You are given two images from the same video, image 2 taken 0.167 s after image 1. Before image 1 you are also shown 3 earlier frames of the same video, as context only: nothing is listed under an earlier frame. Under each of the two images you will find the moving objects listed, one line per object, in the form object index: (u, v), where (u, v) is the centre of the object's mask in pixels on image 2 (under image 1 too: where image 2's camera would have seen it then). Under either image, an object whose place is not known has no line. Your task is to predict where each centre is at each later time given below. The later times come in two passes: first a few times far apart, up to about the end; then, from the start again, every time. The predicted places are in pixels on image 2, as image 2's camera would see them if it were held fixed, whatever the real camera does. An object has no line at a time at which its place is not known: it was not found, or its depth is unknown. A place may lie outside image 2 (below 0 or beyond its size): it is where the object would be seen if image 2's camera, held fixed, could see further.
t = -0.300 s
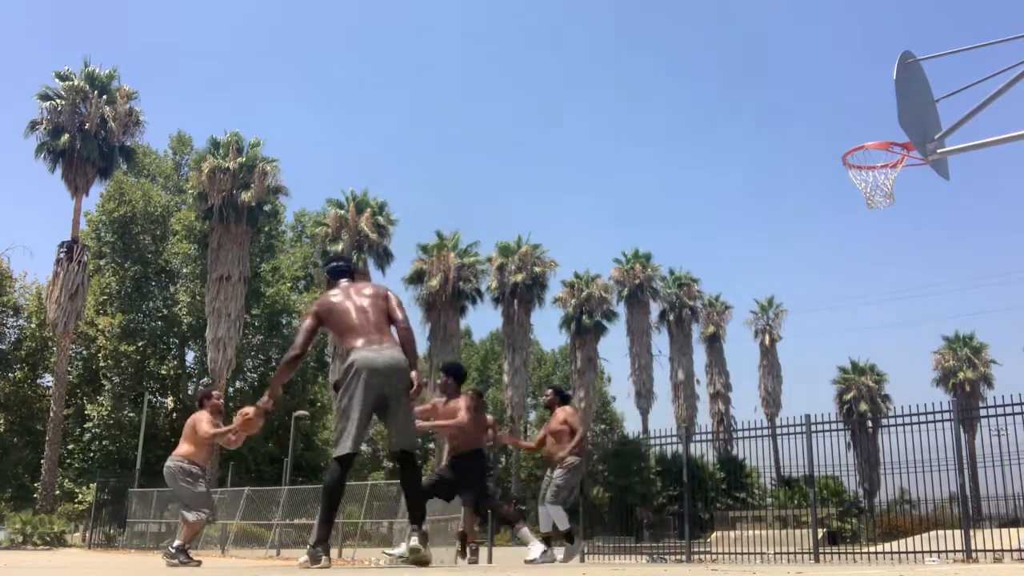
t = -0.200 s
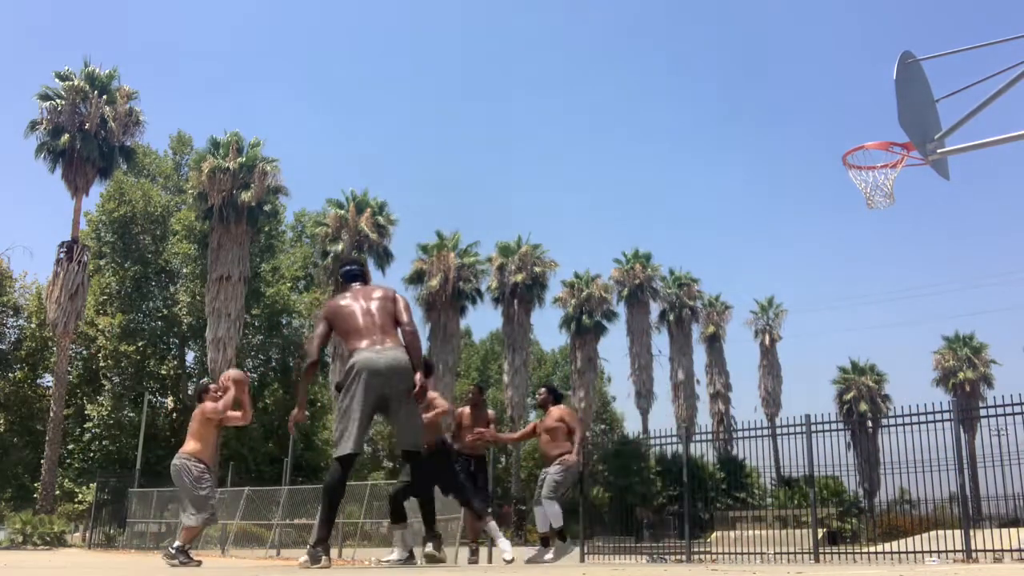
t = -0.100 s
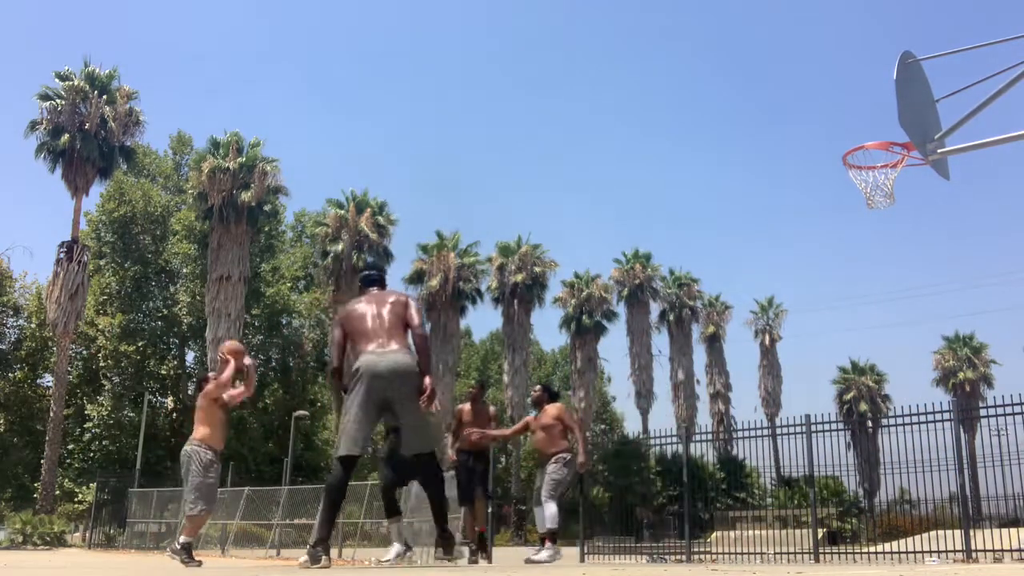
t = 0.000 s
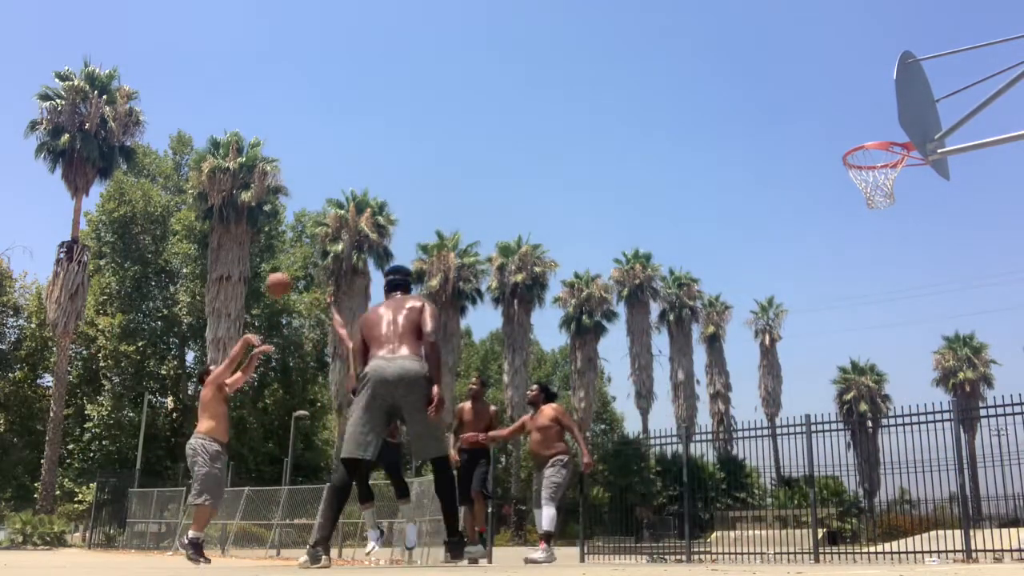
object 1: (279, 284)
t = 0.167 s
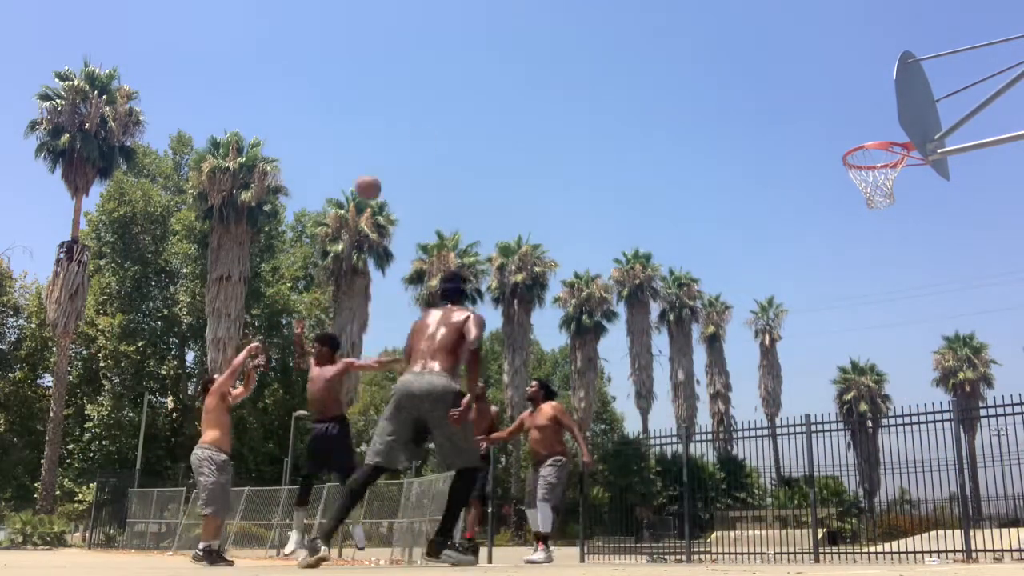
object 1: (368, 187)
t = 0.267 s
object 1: (421, 143)
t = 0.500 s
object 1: (543, 76)
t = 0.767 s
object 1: (690, 64)
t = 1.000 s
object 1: (833, 115)
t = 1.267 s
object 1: (859, 169)
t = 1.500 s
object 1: (890, 173)
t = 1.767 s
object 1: (876, 217)
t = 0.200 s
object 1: (385, 172)
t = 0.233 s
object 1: (403, 157)
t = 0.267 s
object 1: (421, 143)
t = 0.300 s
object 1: (438, 131)
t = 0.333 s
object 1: (456, 119)
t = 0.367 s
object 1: (473, 108)
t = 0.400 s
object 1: (491, 98)
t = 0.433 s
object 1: (508, 90)
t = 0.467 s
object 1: (526, 82)
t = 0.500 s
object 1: (543, 76)
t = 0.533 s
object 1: (561, 71)
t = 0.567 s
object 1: (579, 66)
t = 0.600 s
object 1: (597, 63)
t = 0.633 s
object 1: (615, 61)
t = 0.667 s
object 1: (633, 60)
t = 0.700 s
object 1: (652, 60)
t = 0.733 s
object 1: (671, 61)
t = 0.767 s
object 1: (690, 64)
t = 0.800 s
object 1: (709, 67)
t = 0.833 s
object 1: (729, 72)
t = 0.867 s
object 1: (749, 78)
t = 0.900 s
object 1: (769, 86)
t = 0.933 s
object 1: (791, 94)
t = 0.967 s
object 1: (812, 104)
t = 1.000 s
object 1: (833, 115)
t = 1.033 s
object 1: (855, 128)
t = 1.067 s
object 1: (876, 139)
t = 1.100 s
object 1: (888, 152)
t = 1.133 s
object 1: (885, 160)
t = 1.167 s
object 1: (878, 166)
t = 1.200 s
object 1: (865, 166)
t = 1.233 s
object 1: (860, 170)
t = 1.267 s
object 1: (859, 169)
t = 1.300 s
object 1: (862, 165)
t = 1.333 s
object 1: (867, 165)
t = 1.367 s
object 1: (873, 166)
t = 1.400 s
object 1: (878, 167)
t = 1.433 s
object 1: (883, 168)
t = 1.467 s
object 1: (887, 169)
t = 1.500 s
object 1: (890, 173)
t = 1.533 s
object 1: (892, 177)
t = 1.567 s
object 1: (894, 182)
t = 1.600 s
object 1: (892, 189)
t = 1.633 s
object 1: (890, 193)
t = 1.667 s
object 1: (887, 198)
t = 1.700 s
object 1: (884, 203)
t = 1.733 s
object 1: (880, 211)
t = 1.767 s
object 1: (876, 217)
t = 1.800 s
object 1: (873, 226)
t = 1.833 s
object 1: (870, 236)
